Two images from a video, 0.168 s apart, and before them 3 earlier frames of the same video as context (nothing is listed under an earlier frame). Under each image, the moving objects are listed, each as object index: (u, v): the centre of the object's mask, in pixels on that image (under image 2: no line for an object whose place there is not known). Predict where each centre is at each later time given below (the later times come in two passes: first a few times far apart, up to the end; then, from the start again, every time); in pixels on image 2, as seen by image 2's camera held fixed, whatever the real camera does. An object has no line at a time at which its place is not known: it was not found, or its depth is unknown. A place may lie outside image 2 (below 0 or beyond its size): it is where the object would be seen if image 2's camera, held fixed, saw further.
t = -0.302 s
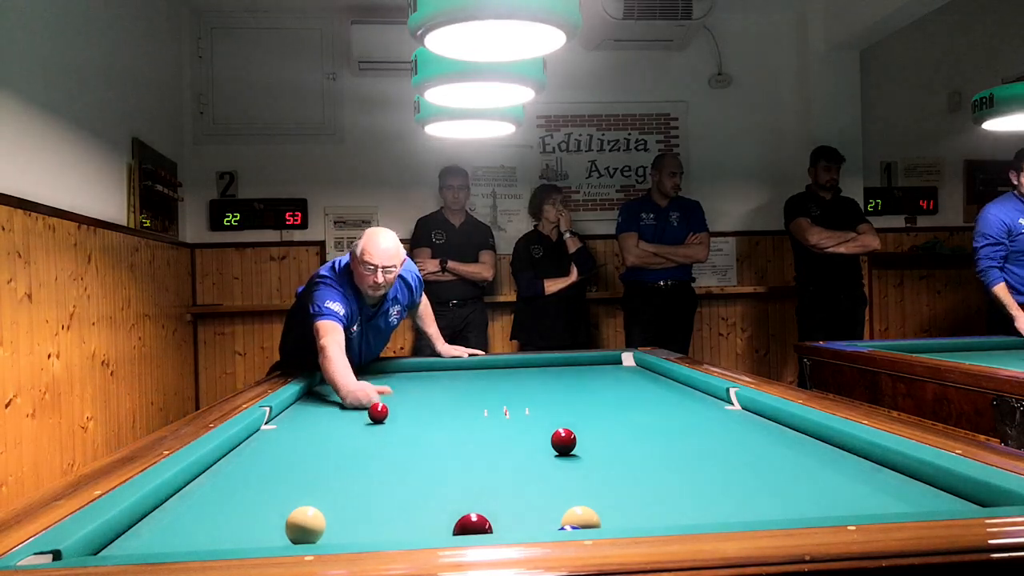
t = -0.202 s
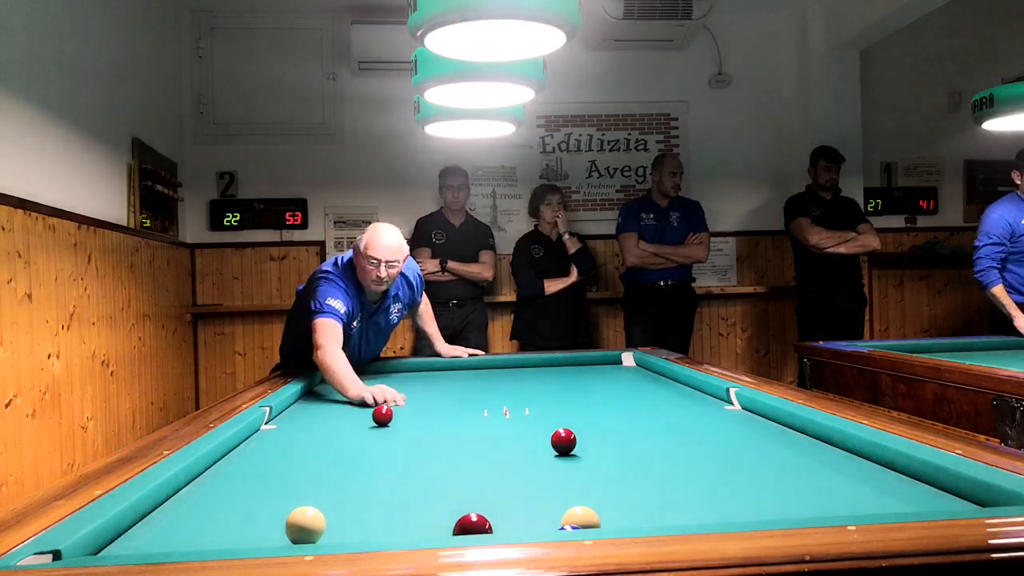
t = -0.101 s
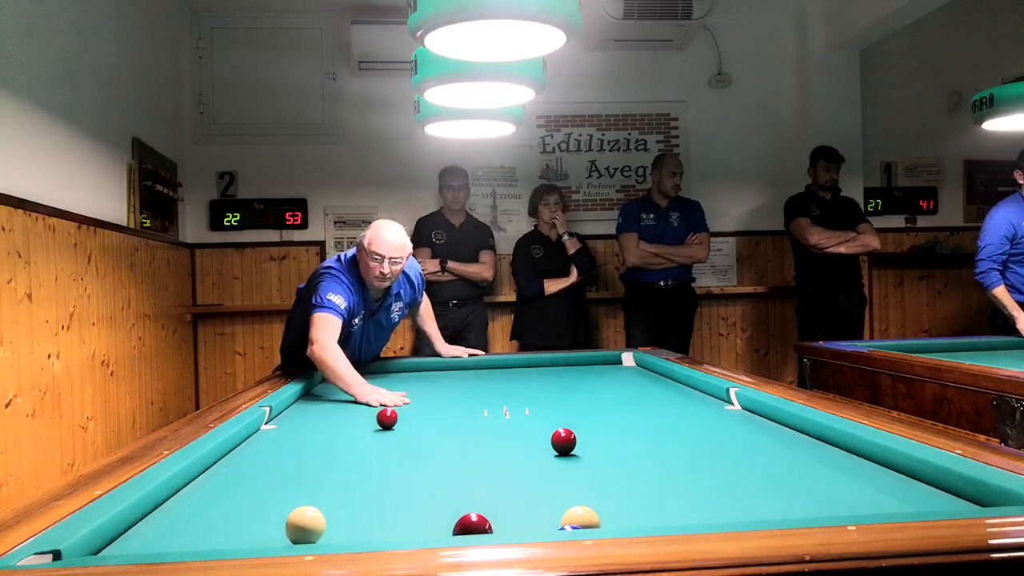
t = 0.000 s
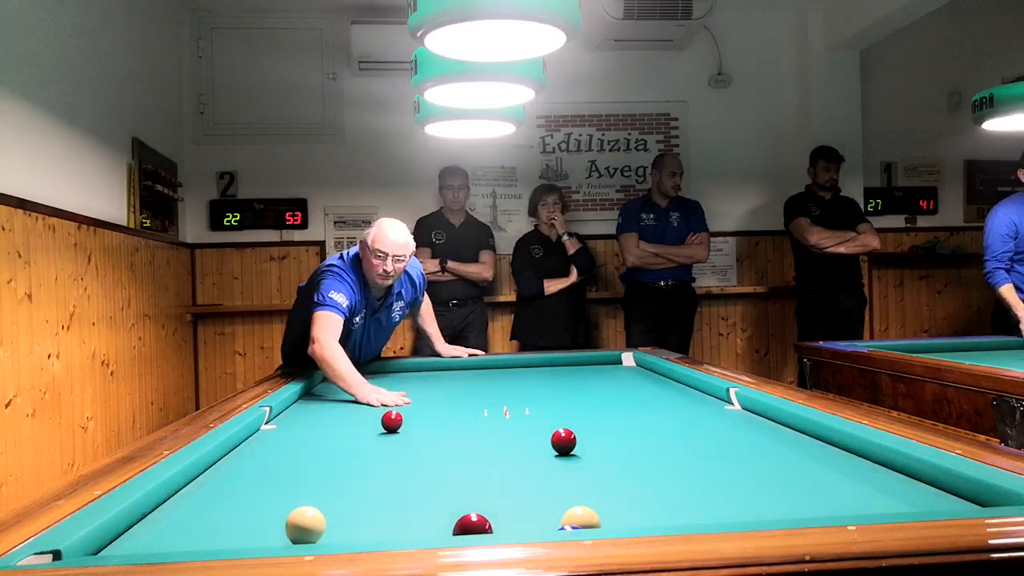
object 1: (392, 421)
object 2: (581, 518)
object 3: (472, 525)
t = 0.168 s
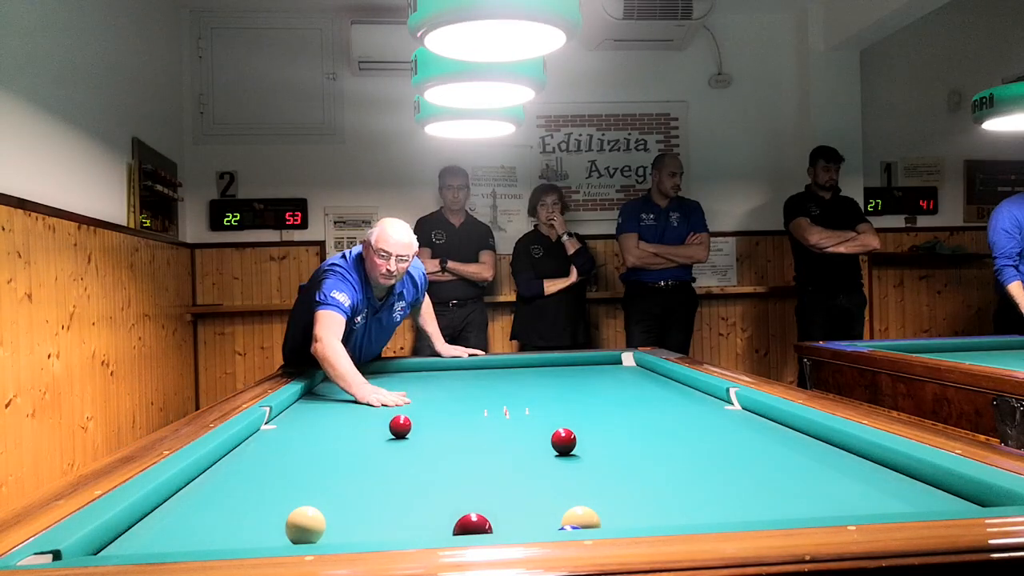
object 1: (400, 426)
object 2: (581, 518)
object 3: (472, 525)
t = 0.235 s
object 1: (403, 429)
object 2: (581, 518)
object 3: (472, 525)
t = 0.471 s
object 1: (416, 437)
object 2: (582, 518)
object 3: (473, 525)
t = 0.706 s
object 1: (431, 446)
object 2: (582, 518)
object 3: (473, 525)
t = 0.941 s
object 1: (446, 456)
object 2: (582, 518)
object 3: (472, 525)
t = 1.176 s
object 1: (463, 467)
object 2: (582, 518)
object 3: (472, 525)
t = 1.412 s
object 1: (483, 479)
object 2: (581, 518)
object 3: (472, 525)
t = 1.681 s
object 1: (508, 496)
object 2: (582, 518)
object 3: (472, 525)
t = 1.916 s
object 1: (533, 511)
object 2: (582, 518)
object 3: (472, 525)
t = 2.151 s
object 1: (542, 519)
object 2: (600, 520)
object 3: (472, 525)
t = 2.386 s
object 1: (534, 524)
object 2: (636, 523)
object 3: (472, 525)
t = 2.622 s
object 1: (523, 529)
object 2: (653, 521)
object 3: (472, 525)
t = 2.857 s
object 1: (512, 527)
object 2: (667, 518)
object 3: (473, 525)
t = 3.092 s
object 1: (509, 526)
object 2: (679, 515)
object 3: (468, 525)
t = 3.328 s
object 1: (510, 525)
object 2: (691, 513)
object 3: (461, 525)
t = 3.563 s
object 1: (510, 524)
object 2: (701, 510)
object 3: (455, 524)
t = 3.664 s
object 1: (510, 524)
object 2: (704, 510)
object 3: (453, 524)
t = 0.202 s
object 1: (402, 427)
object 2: (581, 518)
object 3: (472, 525)
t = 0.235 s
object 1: (403, 429)
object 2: (581, 518)
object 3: (472, 525)
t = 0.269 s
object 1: (405, 430)
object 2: (581, 518)
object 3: (473, 525)
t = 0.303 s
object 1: (407, 431)
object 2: (582, 518)
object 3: (472, 525)
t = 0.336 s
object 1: (409, 432)
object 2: (581, 518)
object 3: (472, 525)
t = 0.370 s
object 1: (411, 433)
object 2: (582, 518)
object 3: (473, 525)
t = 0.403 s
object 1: (413, 434)
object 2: (582, 518)
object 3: (473, 525)
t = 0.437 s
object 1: (415, 436)
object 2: (582, 518)
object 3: (473, 525)
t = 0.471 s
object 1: (416, 437)
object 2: (582, 518)
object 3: (473, 525)
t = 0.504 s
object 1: (418, 438)
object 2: (582, 518)
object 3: (473, 525)
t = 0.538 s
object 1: (420, 439)
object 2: (582, 518)
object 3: (473, 525)
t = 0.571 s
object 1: (422, 440)
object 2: (582, 518)
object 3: (473, 525)
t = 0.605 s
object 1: (424, 442)
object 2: (582, 518)
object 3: (473, 525)
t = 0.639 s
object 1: (426, 443)
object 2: (582, 518)
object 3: (473, 525)
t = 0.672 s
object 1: (428, 444)
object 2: (582, 518)
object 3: (473, 525)
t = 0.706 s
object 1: (431, 446)
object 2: (582, 518)
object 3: (473, 525)
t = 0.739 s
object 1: (433, 447)
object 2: (582, 518)
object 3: (473, 525)
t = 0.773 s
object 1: (435, 448)
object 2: (582, 518)
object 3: (473, 525)
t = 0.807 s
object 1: (437, 450)
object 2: (582, 518)
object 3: (472, 525)
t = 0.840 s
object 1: (439, 451)
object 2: (581, 518)
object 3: (472, 525)
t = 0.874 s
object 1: (441, 453)
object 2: (582, 518)
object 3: (472, 525)
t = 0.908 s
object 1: (443, 454)
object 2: (582, 518)
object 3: (472, 525)
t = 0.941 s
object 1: (446, 456)
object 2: (582, 518)
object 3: (472, 525)
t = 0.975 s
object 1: (448, 457)
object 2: (581, 518)
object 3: (472, 525)
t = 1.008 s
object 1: (450, 459)
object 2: (581, 518)
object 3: (472, 525)
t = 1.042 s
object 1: (453, 460)
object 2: (582, 518)
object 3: (472, 525)
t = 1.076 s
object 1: (455, 462)
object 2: (582, 518)
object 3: (473, 525)
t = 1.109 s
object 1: (458, 463)
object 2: (582, 518)
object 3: (473, 525)
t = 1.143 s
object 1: (461, 465)
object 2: (582, 518)
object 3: (473, 525)
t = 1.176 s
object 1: (463, 467)
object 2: (582, 518)
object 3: (472, 525)
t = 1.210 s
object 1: (466, 468)
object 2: (582, 518)
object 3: (472, 525)
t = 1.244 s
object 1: (468, 470)
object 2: (582, 518)
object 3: (472, 525)
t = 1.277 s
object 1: (471, 472)
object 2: (582, 518)
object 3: (472, 525)
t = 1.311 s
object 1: (474, 474)
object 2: (582, 518)
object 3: (473, 525)
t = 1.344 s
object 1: (477, 476)
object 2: (582, 518)
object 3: (473, 525)
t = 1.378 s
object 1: (480, 477)
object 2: (582, 518)
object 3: (472, 525)
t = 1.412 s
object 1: (483, 479)
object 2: (581, 518)
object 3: (472, 525)
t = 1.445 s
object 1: (485, 481)
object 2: (582, 518)
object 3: (472, 525)
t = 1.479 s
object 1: (489, 483)
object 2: (582, 518)
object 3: (472, 525)
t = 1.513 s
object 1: (492, 485)
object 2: (582, 518)
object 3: (472, 525)
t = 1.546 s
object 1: (495, 487)
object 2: (581, 518)
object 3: (472, 525)
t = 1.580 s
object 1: (498, 489)
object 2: (582, 518)
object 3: (473, 525)
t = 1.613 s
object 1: (501, 491)
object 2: (582, 518)
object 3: (472, 525)
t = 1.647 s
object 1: (505, 493)
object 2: (582, 518)
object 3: (472, 525)
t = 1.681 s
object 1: (508, 496)
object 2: (582, 518)
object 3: (472, 525)
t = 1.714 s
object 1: (511, 498)
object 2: (582, 518)
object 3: (472, 525)
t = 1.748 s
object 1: (515, 500)
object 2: (582, 518)
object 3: (472, 525)
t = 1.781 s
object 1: (519, 502)
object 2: (581, 518)
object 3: (472, 525)
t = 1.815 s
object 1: (522, 504)
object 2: (582, 518)
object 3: (472, 525)
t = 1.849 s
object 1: (526, 507)
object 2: (582, 518)
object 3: (472, 525)
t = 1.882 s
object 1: (530, 509)
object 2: (582, 518)
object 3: (472, 525)
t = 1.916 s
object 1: (533, 511)
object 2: (582, 518)
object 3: (472, 525)
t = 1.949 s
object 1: (537, 513)
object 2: (582, 518)
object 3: (472, 525)
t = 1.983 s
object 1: (541, 514)
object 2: (581, 518)
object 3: (472, 525)
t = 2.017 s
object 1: (544, 515)
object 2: (581, 518)
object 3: (472, 525)
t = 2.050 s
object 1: (546, 516)
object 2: (584, 518)
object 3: (473, 525)
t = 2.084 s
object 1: (545, 517)
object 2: (590, 519)
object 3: (473, 525)
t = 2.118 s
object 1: (543, 518)
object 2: (595, 520)
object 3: (472, 525)
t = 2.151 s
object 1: (542, 519)
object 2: (600, 520)
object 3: (472, 525)
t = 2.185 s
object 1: (541, 519)
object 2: (605, 521)
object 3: (473, 525)
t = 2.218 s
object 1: (540, 520)
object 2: (610, 521)
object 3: (473, 525)
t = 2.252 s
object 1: (539, 521)
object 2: (615, 522)
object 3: (472, 525)
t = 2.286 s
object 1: (537, 522)
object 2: (620, 522)
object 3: (472, 525)
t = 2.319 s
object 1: (536, 523)
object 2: (626, 522)
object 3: (472, 525)
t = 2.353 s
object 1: (535, 523)
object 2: (631, 523)
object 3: (472, 525)
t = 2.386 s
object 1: (534, 524)
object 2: (636, 523)
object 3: (472, 525)
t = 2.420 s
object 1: (532, 525)
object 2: (641, 523)
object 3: (472, 525)
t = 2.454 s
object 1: (531, 525)
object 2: (643, 523)
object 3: (473, 525)
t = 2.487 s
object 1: (530, 526)
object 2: (645, 522)
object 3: (472, 525)
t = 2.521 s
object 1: (528, 527)
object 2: (647, 522)
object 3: (473, 525)
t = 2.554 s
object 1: (527, 528)
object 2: (649, 522)
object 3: (472, 525)
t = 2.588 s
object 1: (524, 528)
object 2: (651, 521)
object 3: (472, 525)
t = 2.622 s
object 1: (523, 529)
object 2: (653, 521)
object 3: (472, 525)
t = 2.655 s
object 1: (522, 528)
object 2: (655, 520)
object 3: (472, 525)
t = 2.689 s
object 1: (520, 528)
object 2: (657, 520)
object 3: (472, 525)
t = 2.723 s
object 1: (518, 528)
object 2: (659, 519)
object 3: (472, 525)
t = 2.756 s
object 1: (517, 528)
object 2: (661, 519)
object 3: (472, 525)
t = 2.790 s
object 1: (515, 527)
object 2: (663, 519)
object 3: (472, 525)
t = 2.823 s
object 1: (514, 527)
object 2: (665, 518)
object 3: (473, 525)
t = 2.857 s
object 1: (512, 527)
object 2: (667, 518)
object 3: (473, 525)
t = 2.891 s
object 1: (511, 527)
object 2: (669, 518)
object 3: (472, 525)
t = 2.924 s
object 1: (510, 527)
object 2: (671, 517)
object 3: (472, 525)
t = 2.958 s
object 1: (509, 526)
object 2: (673, 516)
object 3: (472, 525)
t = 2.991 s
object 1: (509, 526)
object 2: (674, 516)
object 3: (471, 525)
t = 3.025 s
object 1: (509, 526)
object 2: (676, 516)
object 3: (470, 525)
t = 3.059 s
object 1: (509, 526)
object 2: (678, 515)
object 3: (469, 525)
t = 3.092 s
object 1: (509, 526)
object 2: (679, 515)
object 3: (468, 525)
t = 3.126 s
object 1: (509, 526)
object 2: (681, 515)
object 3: (467, 525)
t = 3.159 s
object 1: (509, 525)
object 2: (683, 514)
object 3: (466, 525)
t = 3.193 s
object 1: (510, 525)
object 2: (685, 514)
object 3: (465, 525)
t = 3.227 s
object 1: (509, 525)
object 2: (686, 514)
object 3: (463, 525)
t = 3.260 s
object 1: (510, 525)
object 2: (688, 513)
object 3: (463, 525)
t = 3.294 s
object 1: (510, 525)
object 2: (689, 513)
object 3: (462, 525)
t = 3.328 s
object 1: (510, 525)
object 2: (691, 513)
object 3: (461, 525)
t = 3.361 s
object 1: (510, 525)
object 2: (692, 512)
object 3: (460, 525)
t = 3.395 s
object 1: (510, 525)
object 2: (693, 512)
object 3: (459, 525)
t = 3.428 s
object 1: (510, 524)
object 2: (695, 512)
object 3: (458, 525)
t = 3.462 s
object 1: (510, 524)
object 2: (697, 511)
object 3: (458, 524)
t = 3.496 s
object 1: (510, 524)
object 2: (698, 511)
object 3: (456, 524)
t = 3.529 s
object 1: (510, 524)
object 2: (699, 511)
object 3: (456, 524)
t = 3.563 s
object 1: (510, 524)
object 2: (701, 510)
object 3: (455, 524)
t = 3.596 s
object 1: (510, 524)
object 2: (702, 510)
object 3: (455, 524)
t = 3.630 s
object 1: (510, 524)
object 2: (703, 510)
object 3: (454, 524)
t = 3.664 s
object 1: (510, 524)
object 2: (704, 510)
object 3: (453, 524)
